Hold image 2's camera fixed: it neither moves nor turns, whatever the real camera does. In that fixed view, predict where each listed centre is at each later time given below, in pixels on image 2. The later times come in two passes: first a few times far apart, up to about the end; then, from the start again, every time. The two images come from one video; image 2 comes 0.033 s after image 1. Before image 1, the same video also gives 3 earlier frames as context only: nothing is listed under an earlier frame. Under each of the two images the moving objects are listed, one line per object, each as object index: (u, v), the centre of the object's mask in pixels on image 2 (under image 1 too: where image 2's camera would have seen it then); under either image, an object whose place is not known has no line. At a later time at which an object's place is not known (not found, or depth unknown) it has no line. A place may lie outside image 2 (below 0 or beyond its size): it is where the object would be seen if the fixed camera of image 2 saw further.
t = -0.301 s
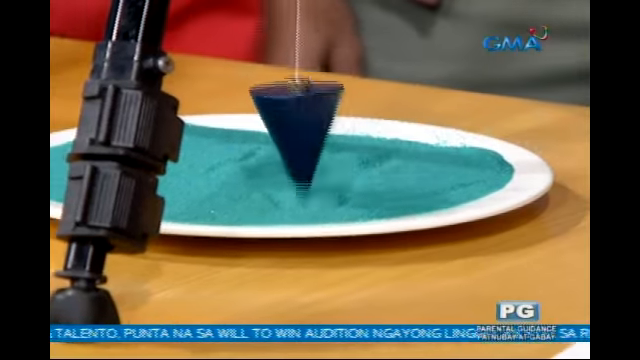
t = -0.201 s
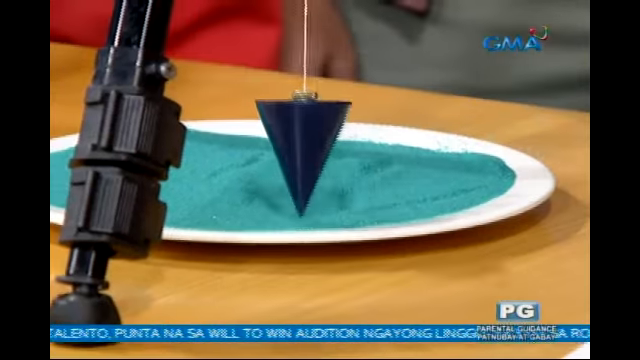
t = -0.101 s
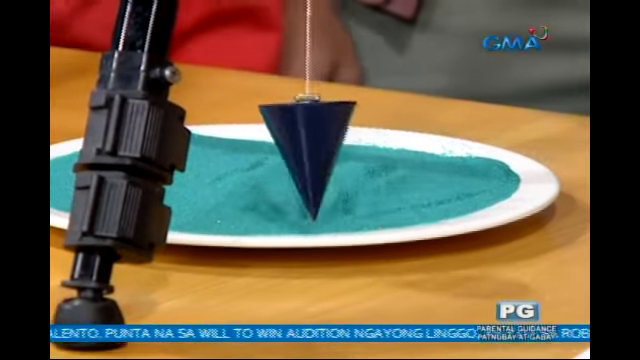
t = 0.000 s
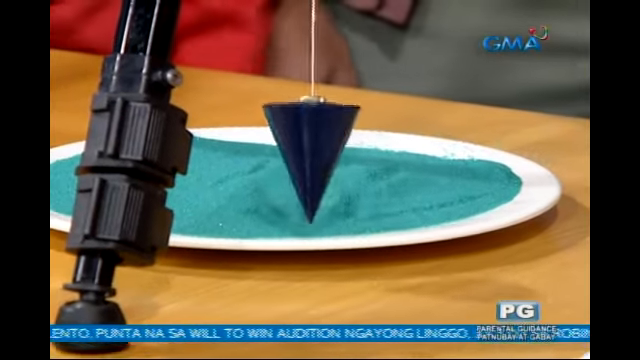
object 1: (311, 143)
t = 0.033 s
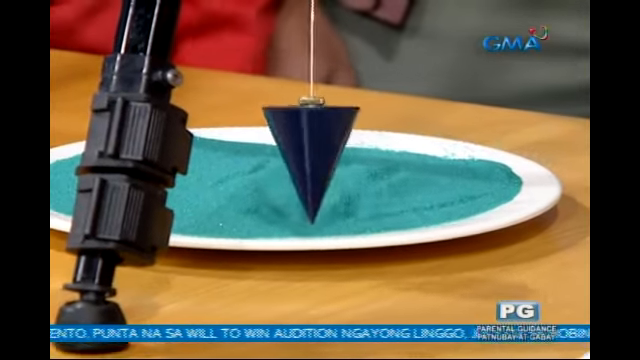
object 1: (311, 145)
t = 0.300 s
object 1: (305, 118)
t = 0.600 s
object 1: (308, 54)
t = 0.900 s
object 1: (322, 129)
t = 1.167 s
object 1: (315, 145)
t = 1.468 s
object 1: (290, 131)
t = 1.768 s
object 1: (301, 64)
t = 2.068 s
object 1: (333, 115)
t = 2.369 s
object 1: (320, 146)
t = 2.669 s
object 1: (280, 133)
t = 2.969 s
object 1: (297, 78)
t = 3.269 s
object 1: (342, 114)
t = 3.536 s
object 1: (330, 146)
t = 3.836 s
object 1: (275, 139)
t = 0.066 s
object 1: (310, 146)
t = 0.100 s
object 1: (310, 146)
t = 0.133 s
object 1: (309, 146)
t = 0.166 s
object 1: (308, 144)
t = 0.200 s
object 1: (307, 139)
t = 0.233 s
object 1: (306, 133)
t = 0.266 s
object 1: (305, 127)
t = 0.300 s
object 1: (305, 118)
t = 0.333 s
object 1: (304, 109)
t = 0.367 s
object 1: (304, 97)
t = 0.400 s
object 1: (303, 85)
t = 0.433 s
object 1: (303, 72)
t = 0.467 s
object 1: (303, 64)
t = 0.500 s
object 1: (305, 59)
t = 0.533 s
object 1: (305, 55)
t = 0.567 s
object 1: (306, 54)
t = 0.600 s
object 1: (308, 54)
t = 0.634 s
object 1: (309, 57)
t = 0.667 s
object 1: (310, 62)
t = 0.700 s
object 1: (312, 73)
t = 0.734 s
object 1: (314, 83)
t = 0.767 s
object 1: (315, 93)
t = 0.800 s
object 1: (317, 104)
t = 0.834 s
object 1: (320, 113)
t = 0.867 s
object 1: (321, 122)
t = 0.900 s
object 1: (322, 129)
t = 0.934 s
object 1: (323, 135)
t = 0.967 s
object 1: (323, 140)
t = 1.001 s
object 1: (323, 144)
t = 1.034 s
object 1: (322, 146)
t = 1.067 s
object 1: (321, 146)
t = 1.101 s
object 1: (320, 145)
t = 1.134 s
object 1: (317, 145)
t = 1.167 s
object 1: (315, 145)
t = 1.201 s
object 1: (312, 145)
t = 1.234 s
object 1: (309, 145)
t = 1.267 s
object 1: (306, 146)
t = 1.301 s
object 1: (303, 146)
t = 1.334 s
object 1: (300, 146)
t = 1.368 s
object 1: (297, 144)
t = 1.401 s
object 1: (294, 141)
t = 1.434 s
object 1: (292, 137)
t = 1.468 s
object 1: (290, 131)
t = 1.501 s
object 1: (289, 125)
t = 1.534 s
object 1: (288, 117)
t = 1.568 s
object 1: (289, 107)
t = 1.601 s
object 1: (290, 96)
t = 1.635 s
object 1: (291, 87)
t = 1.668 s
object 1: (293, 79)
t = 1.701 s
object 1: (295, 72)
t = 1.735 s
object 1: (298, 67)
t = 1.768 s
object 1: (301, 64)
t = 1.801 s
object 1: (305, 63)
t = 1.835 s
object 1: (309, 65)
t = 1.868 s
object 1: (312, 69)
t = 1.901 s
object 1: (316, 75)
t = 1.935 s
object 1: (320, 83)
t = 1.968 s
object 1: (324, 91)
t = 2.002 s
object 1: (328, 99)
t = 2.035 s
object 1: (331, 107)
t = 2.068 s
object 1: (333, 115)
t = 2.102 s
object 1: (335, 123)
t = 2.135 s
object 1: (336, 129)
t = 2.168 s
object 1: (336, 135)
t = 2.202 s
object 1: (336, 139)
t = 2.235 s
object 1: (334, 143)
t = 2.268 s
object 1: (332, 145)
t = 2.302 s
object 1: (329, 146)
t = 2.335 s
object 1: (325, 146)
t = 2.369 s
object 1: (320, 146)
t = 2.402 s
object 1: (316, 146)
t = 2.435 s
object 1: (311, 146)
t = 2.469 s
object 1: (305, 146)
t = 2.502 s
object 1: (300, 145)
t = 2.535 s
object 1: (295, 145)
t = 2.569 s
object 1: (290, 144)
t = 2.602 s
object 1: (286, 142)
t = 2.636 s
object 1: (282, 138)
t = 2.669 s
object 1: (280, 133)
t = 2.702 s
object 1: (278, 127)
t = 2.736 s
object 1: (277, 122)
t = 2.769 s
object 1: (277, 115)
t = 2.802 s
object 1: (279, 106)
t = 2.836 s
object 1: (282, 99)
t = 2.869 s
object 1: (285, 91)
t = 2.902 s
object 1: (288, 84)
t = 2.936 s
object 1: (292, 80)
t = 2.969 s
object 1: (297, 78)
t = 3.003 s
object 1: (303, 76)
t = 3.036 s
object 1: (308, 76)
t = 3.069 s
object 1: (315, 79)
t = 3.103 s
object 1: (320, 82)
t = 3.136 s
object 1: (326, 87)
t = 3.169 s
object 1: (331, 94)
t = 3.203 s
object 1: (335, 100)
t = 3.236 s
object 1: (339, 107)
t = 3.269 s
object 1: (342, 114)
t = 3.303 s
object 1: (344, 121)
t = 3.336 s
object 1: (346, 127)
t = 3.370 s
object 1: (346, 132)
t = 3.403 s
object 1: (345, 137)
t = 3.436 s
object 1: (343, 140)
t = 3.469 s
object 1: (340, 143)
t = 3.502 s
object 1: (336, 145)
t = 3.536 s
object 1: (330, 146)
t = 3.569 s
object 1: (325, 146)
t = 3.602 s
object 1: (318, 145)
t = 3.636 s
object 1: (311, 146)
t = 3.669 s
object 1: (304, 145)
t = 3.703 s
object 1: (297, 145)
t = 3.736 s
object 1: (290, 145)
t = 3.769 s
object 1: (284, 144)
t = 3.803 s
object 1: (279, 142)
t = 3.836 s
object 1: (275, 139)
